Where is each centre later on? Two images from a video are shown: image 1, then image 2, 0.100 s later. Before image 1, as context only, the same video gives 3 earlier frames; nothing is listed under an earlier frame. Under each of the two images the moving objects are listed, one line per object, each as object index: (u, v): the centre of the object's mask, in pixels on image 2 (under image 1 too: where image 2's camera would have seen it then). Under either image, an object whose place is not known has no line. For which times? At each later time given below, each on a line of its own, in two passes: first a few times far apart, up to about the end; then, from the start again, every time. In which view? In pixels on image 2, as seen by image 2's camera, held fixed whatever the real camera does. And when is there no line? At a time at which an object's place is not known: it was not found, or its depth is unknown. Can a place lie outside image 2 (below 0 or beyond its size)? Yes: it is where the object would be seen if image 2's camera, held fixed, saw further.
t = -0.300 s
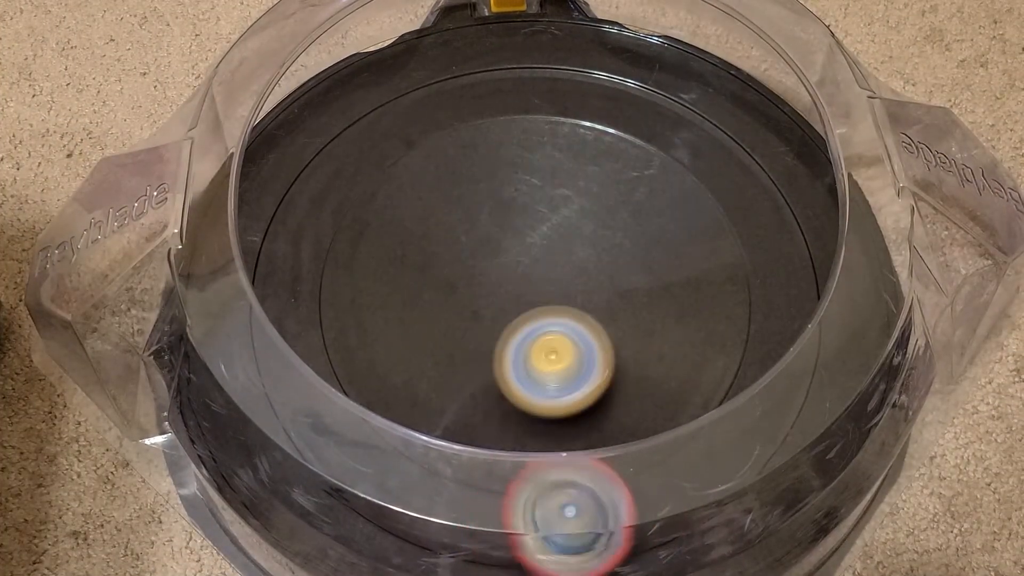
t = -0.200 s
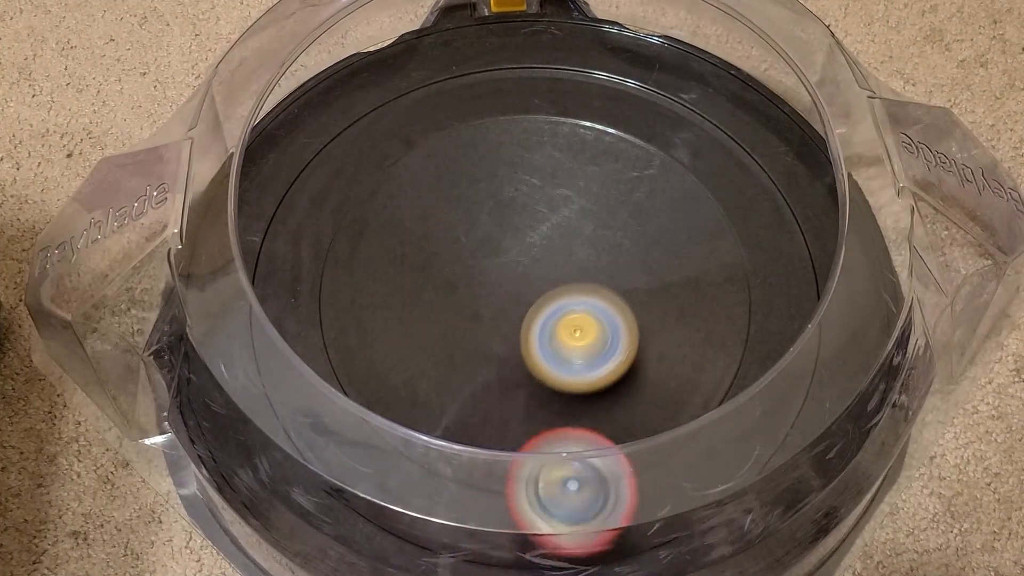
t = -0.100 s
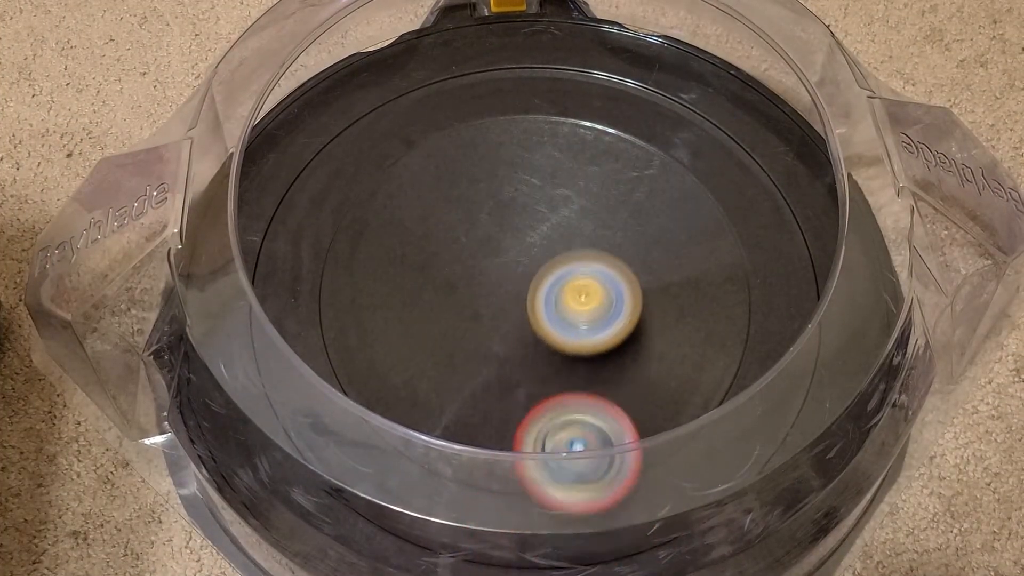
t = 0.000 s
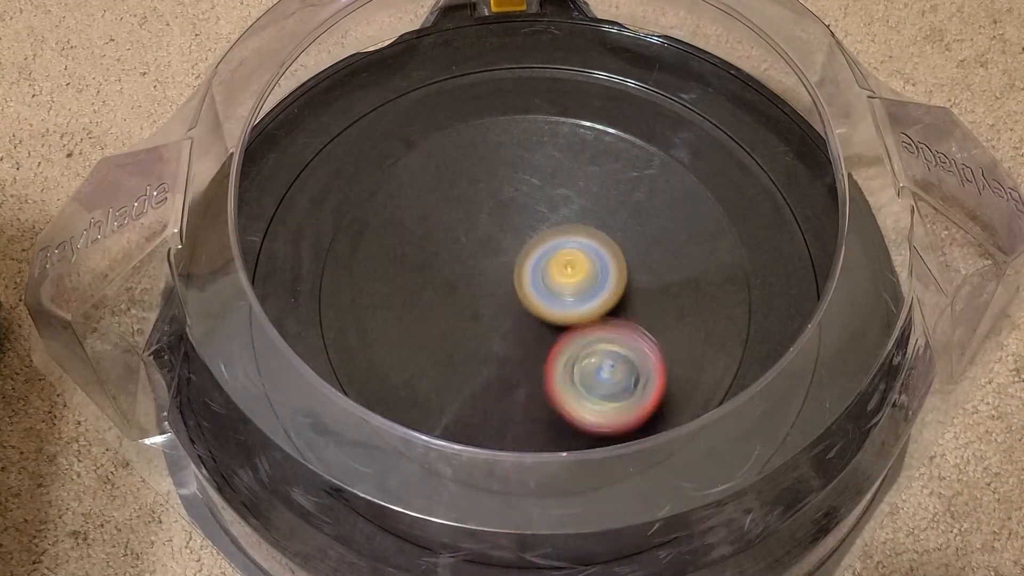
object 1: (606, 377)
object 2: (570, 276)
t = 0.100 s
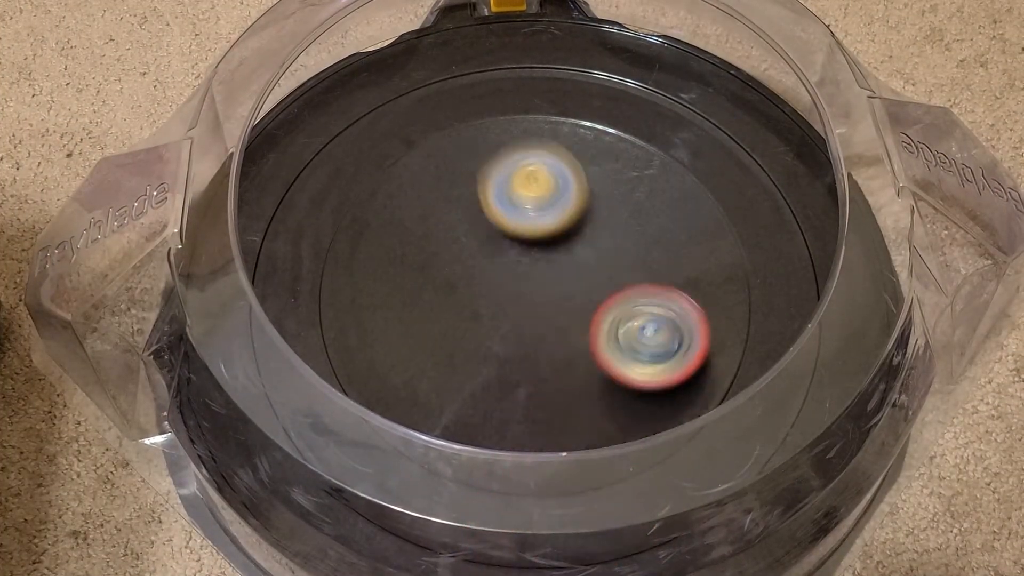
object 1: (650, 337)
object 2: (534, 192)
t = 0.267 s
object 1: (601, 212)
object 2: (477, 141)
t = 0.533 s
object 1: (457, 332)
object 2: (336, 126)
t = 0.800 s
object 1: (522, 531)
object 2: (338, 186)
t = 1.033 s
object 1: (532, 528)
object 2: (415, 266)
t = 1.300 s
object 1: (473, 521)
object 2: (594, 316)
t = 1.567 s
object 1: (428, 513)
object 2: (564, 263)
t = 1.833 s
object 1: (379, 490)
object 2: (503, 277)
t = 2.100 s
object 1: (364, 456)
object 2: (533, 296)
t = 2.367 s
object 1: (404, 403)
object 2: (536, 289)
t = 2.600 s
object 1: (633, 381)
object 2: (544, 233)
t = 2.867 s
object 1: (620, 167)
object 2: (536, 263)
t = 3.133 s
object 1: (296, 198)
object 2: (525, 304)
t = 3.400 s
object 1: (395, 504)
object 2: (537, 287)
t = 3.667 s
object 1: (742, 422)
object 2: (539, 283)
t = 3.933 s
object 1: (637, 144)
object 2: (536, 287)
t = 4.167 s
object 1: (341, 134)
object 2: (537, 286)
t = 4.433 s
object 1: (300, 428)
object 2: (536, 287)
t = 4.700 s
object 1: (643, 497)
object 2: (535, 291)
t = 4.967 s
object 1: (713, 217)
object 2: (534, 294)
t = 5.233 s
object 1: (421, 108)
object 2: (534, 293)
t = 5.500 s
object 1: (261, 305)
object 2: (533, 291)
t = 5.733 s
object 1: (433, 514)
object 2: (530, 288)
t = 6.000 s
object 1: (679, 431)
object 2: (532, 287)
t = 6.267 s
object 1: (654, 158)
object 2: (535, 287)
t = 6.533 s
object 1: (366, 141)
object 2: (534, 286)
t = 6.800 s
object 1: (266, 312)
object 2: (534, 285)
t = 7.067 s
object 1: (416, 438)
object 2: (534, 284)
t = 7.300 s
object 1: (671, 358)
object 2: (534, 284)
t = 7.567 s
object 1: (597, 119)
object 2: (535, 285)
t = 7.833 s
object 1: (377, 114)
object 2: (536, 286)
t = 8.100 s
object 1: (338, 221)
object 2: (537, 286)
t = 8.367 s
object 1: (538, 394)
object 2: (536, 286)
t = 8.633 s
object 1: (702, 215)
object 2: (536, 287)
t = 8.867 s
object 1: (532, 111)
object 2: (536, 287)
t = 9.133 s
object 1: (406, 307)
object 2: (535, 287)
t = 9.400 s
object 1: (635, 428)
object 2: (534, 286)
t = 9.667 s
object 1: (702, 226)
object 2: (534, 286)
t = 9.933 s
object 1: (459, 188)
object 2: (534, 285)
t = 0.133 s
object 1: (656, 317)
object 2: (519, 168)
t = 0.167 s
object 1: (655, 292)
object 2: (505, 152)
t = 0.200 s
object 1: (645, 265)
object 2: (493, 142)
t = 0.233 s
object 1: (626, 237)
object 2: (484, 139)
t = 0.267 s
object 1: (601, 212)
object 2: (477, 141)
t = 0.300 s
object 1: (570, 191)
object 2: (472, 148)
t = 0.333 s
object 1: (551, 192)
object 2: (449, 140)
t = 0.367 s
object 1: (542, 209)
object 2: (418, 127)
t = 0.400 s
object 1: (529, 229)
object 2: (393, 120)
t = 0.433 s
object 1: (512, 251)
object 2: (371, 117)
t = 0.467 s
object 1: (493, 276)
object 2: (352, 115)
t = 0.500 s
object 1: (473, 303)
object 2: (339, 116)
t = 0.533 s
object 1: (457, 332)
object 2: (336, 126)
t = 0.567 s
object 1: (448, 361)
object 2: (335, 134)
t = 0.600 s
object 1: (447, 389)
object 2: (335, 143)
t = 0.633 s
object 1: (450, 422)
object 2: (334, 151)
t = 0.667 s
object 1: (463, 453)
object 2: (335, 158)
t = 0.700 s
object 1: (483, 481)
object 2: (335, 166)
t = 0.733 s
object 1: (501, 509)
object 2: (336, 173)
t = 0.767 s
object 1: (511, 527)
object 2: (336, 180)
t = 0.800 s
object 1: (522, 531)
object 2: (338, 186)
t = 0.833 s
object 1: (535, 530)
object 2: (341, 194)
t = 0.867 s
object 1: (550, 524)
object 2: (347, 205)
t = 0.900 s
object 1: (559, 521)
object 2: (355, 217)
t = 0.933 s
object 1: (561, 520)
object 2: (367, 229)
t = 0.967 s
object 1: (557, 520)
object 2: (380, 242)
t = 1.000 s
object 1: (547, 523)
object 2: (396, 253)
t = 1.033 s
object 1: (532, 528)
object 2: (415, 266)
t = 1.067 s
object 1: (519, 531)
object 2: (436, 277)
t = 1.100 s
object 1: (510, 526)
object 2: (460, 290)
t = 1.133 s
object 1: (500, 523)
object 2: (485, 300)
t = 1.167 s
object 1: (487, 525)
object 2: (511, 308)
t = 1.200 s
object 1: (475, 527)
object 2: (537, 314)
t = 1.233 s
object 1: (470, 527)
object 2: (560, 317)
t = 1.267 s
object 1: (472, 524)
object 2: (579, 318)
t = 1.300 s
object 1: (473, 521)
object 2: (594, 316)
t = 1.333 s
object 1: (469, 519)
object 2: (603, 313)
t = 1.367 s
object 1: (459, 519)
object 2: (608, 307)
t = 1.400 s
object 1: (451, 519)
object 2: (608, 299)
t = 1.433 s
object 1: (443, 519)
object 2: (605, 291)
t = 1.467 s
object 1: (437, 518)
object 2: (598, 283)
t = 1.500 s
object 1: (434, 516)
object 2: (588, 276)
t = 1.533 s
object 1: (432, 515)
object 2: (577, 268)
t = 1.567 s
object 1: (428, 513)
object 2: (564, 263)
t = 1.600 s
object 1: (422, 510)
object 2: (551, 259)
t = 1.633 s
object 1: (415, 506)
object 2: (538, 257)
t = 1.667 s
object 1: (406, 503)
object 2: (527, 257)
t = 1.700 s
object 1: (398, 500)
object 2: (518, 259)
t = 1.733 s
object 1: (391, 497)
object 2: (510, 262)
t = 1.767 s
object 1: (385, 495)
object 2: (506, 267)
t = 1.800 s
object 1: (382, 493)
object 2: (503, 272)
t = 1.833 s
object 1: (379, 490)
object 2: (503, 277)
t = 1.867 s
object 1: (376, 488)
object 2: (505, 281)
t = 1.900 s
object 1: (374, 485)
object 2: (507, 286)
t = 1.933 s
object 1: (372, 481)
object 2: (511, 289)
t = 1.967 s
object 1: (370, 476)
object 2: (516, 292)
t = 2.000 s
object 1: (367, 472)
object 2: (521, 294)
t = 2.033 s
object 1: (365, 466)
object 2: (525, 295)
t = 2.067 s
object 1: (363, 462)
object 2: (529, 296)
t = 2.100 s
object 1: (364, 456)
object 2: (533, 296)
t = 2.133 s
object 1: (364, 451)
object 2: (535, 295)
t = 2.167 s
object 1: (366, 445)
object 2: (537, 295)
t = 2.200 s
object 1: (367, 436)
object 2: (539, 294)
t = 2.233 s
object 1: (368, 430)
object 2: (540, 293)
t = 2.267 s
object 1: (370, 421)
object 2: (539, 292)
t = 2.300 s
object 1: (375, 415)
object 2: (539, 292)
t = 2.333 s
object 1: (386, 410)
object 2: (538, 290)
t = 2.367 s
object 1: (404, 403)
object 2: (536, 289)
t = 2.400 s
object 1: (428, 397)
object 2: (534, 287)
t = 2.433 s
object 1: (458, 392)
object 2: (533, 285)
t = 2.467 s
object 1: (491, 388)
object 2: (532, 283)
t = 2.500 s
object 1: (531, 378)
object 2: (531, 280)
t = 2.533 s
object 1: (566, 385)
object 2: (535, 264)
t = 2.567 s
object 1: (601, 387)
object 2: (540, 246)
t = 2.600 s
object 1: (633, 381)
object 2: (544, 233)
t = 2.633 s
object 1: (662, 367)
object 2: (547, 225)
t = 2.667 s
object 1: (682, 346)
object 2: (549, 221)
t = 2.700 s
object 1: (695, 319)
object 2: (549, 221)
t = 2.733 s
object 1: (698, 289)
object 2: (548, 226)
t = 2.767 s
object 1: (693, 256)
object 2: (546, 233)
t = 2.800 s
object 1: (677, 223)
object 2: (543, 242)
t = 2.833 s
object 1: (653, 193)
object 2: (539, 252)
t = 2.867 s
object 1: (620, 167)
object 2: (536, 263)
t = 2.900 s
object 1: (581, 146)
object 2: (533, 273)
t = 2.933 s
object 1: (539, 133)
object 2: (531, 281)
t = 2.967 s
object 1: (495, 126)
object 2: (528, 289)
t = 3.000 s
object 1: (451, 127)
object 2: (527, 295)
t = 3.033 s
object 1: (408, 136)
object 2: (525, 299)
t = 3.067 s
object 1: (369, 152)
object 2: (525, 302)
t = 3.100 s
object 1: (331, 174)
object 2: (524, 304)
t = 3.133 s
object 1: (296, 198)
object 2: (525, 304)
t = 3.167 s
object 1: (264, 225)
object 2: (525, 303)
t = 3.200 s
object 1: (252, 257)
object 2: (527, 301)
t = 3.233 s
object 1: (253, 299)
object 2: (529, 299)
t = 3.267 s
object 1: (261, 341)
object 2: (531, 296)
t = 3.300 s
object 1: (277, 388)
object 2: (533, 293)
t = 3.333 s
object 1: (304, 432)
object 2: (535, 291)
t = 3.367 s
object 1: (346, 472)
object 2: (536, 289)
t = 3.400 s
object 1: (395, 504)
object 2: (537, 287)
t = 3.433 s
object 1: (451, 524)
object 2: (538, 285)
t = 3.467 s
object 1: (512, 531)
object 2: (538, 283)
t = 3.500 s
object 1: (574, 529)
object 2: (539, 282)
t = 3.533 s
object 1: (626, 522)
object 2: (539, 282)
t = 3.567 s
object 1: (669, 506)
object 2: (539, 282)
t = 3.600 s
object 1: (704, 485)
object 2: (539, 282)
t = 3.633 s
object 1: (728, 456)
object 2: (540, 283)
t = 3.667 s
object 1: (742, 422)
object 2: (539, 283)
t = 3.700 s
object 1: (751, 389)
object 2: (539, 284)
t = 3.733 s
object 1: (752, 353)
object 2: (539, 285)
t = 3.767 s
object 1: (745, 316)
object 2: (538, 286)
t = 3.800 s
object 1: (739, 282)
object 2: (537, 286)
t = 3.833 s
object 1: (724, 243)
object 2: (537, 287)
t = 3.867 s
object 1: (702, 206)
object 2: (537, 287)
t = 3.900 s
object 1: (673, 172)
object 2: (536, 287)
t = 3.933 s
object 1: (637, 144)
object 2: (536, 287)
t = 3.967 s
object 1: (597, 123)
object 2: (536, 287)
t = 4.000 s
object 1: (553, 109)
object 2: (536, 286)
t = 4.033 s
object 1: (507, 103)
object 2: (536, 286)
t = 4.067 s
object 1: (463, 104)
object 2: (536, 286)
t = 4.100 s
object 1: (419, 113)
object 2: (536, 286)
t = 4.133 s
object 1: (379, 122)
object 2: (537, 286)
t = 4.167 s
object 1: (341, 134)
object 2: (537, 286)
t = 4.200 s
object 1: (307, 150)
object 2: (537, 286)
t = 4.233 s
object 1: (289, 174)
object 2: (537, 286)
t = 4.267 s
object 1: (271, 208)
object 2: (537, 286)
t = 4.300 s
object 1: (258, 247)
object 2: (537, 286)
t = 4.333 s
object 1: (254, 292)
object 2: (536, 286)
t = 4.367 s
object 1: (258, 337)
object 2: (536, 286)
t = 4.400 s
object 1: (275, 385)
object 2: (536, 286)
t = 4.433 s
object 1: (300, 428)
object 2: (536, 287)
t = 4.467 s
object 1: (337, 468)
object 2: (536, 287)
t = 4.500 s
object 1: (383, 496)
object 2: (536, 288)
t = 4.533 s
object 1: (434, 518)
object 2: (536, 288)
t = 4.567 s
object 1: (485, 527)
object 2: (536, 289)
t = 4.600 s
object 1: (532, 529)
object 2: (536, 290)
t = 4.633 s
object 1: (572, 526)
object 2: (535, 290)
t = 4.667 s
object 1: (610, 515)
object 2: (535, 290)
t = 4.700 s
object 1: (643, 497)
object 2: (535, 291)
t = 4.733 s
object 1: (672, 471)
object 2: (535, 291)
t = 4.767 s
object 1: (697, 440)
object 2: (535, 292)
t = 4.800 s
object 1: (715, 409)
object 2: (535, 292)
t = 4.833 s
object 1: (727, 374)
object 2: (534, 293)
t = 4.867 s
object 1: (734, 337)
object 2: (534, 294)
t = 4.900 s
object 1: (737, 297)
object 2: (534, 294)
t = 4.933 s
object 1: (730, 256)
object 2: (534, 294)
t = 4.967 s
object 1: (713, 217)
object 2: (534, 294)
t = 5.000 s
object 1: (691, 183)
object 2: (533, 294)
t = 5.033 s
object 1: (662, 153)
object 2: (534, 294)
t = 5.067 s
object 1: (627, 130)
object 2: (534, 294)
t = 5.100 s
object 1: (587, 113)
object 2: (534, 294)
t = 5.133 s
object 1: (546, 101)
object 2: (534, 294)
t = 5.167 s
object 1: (503, 99)
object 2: (534, 293)
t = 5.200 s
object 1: (460, 102)
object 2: (534, 293)
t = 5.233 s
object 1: (421, 108)
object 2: (534, 293)
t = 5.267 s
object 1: (385, 115)
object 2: (534, 292)
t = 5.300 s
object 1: (352, 126)
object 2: (534, 292)
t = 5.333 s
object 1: (323, 141)
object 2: (533, 292)
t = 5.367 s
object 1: (297, 160)
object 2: (533, 292)
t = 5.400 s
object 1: (282, 189)
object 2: (533, 291)
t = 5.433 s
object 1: (268, 224)
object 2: (533, 291)
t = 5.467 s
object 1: (261, 263)
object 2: (533, 291)
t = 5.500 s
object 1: (261, 305)
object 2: (533, 291)
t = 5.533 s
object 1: (268, 345)
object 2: (532, 290)
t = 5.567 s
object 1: (280, 383)
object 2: (532, 290)
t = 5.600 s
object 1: (301, 418)
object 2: (531, 289)
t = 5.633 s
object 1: (330, 453)
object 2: (531, 289)
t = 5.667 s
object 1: (363, 482)
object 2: (530, 288)
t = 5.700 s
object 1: (397, 502)
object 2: (530, 288)
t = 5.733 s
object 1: (433, 514)
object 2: (530, 288)
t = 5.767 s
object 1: (469, 520)
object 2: (530, 288)
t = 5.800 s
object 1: (503, 520)
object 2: (530, 287)
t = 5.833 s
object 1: (537, 517)
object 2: (530, 288)
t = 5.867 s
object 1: (569, 509)
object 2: (530, 287)
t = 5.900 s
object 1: (601, 497)
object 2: (531, 287)
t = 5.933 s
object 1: (631, 478)
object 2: (531, 287)
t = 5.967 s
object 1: (657, 456)
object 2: (531, 287)
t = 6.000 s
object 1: (679, 431)
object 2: (532, 287)
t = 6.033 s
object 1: (700, 400)
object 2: (532, 287)
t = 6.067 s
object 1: (714, 363)
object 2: (533, 287)
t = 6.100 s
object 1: (723, 327)
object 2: (533, 287)
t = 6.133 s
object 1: (724, 288)
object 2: (534, 287)
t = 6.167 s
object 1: (717, 251)
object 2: (535, 287)
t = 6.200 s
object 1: (702, 217)
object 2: (535, 287)
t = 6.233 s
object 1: (681, 186)
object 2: (535, 287)
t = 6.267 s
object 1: (654, 158)
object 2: (535, 287)
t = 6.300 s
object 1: (623, 136)
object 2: (535, 287)
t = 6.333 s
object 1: (587, 120)
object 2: (535, 287)
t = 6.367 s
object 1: (549, 109)
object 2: (535, 287)
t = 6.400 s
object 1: (510, 104)
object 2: (535, 287)
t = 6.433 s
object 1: (471, 106)
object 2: (535, 287)
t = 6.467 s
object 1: (433, 115)
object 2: (534, 286)
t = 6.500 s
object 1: (398, 128)
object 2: (534, 287)
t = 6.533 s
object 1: (366, 141)
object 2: (534, 286)
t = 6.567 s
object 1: (338, 155)
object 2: (534, 286)
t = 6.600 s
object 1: (315, 173)
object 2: (534, 286)
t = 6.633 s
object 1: (296, 194)
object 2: (534, 286)
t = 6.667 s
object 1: (285, 215)
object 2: (534, 286)
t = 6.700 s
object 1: (271, 239)
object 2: (534, 286)
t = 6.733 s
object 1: (265, 264)
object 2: (534, 286)
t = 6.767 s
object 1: (265, 289)
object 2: (534, 285)
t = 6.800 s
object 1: (266, 312)
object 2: (534, 285)
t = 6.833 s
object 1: (274, 334)
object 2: (534, 285)
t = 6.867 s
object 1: (283, 355)
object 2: (534, 285)
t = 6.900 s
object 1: (296, 376)
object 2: (534, 285)
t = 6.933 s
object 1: (316, 394)
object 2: (534, 285)
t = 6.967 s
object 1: (336, 410)
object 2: (534, 285)
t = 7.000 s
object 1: (359, 423)
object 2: (534, 285)
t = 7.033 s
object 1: (386, 432)
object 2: (534, 285)
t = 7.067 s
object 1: (416, 438)
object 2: (534, 284)
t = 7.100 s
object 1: (452, 444)
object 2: (534, 284)
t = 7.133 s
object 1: (493, 447)
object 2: (534, 285)
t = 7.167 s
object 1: (536, 444)
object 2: (534, 284)
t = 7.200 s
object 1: (579, 433)
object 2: (534, 284)
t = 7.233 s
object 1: (616, 412)
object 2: (534, 284)
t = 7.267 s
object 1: (645, 386)
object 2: (534, 284)
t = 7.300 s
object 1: (671, 358)
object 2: (534, 284)
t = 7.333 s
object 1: (685, 325)
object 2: (535, 284)
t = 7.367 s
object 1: (693, 290)
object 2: (535, 284)
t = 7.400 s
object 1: (692, 254)
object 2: (535, 284)
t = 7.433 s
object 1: (684, 221)
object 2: (536, 285)
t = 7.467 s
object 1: (670, 190)
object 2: (536, 285)
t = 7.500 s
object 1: (650, 162)
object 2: (536, 286)
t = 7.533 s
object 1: (625, 138)
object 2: (536, 286)
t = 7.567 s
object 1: (597, 119)
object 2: (535, 285)
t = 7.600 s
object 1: (564, 105)
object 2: (535, 286)
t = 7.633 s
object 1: (531, 98)
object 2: (535, 285)
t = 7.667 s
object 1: (495, 98)
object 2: (535, 285)
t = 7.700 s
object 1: (463, 100)
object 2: (536, 285)
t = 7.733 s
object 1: (434, 102)
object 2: (536, 284)
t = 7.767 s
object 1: (412, 105)
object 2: (537, 285)
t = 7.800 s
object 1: (394, 109)
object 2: (537, 285)
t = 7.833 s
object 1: (377, 114)
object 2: (536, 286)
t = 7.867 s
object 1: (364, 120)
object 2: (536, 286)
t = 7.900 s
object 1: (352, 130)
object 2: (536, 285)
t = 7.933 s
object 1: (343, 141)
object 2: (536, 285)
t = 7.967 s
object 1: (337, 155)
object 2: (536, 285)
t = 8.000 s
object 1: (334, 170)
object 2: (536, 285)
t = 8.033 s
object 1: (332, 185)
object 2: (537, 286)
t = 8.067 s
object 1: (333, 200)
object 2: (537, 285)
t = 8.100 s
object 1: (338, 221)
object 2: (537, 286)
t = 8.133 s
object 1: (346, 245)
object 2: (536, 286)
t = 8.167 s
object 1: (357, 274)
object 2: (536, 286)
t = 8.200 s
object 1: (372, 305)
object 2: (536, 286)
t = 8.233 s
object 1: (395, 334)
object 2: (536, 286)
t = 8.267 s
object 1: (425, 359)
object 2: (537, 286)
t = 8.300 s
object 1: (460, 377)
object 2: (537, 286)
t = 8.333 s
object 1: (499, 389)
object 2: (537, 286)
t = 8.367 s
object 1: (538, 394)
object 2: (536, 286)
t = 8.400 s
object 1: (577, 388)
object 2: (536, 286)
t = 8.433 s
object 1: (613, 377)
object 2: (536, 285)
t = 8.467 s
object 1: (643, 357)
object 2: (536, 286)
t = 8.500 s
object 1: (669, 333)
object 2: (537, 286)
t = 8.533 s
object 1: (688, 307)
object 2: (537, 286)
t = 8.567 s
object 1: (700, 276)
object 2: (536, 287)
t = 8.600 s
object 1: (705, 245)
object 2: (536, 287)
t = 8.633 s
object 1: (702, 215)
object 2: (536, 287)
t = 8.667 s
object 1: (693, 186)
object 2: (536, 287)
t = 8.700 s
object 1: (678, 160)
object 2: (536, 287)
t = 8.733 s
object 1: (656, 139)
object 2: (536, 287)
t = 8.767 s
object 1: (630, 122)
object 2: (536, 287)
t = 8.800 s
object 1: (599, 112)
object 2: (536, 287)
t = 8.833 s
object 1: (565, 108)
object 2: (536, 287)
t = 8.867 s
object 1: (532, 111)
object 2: (536, 287)
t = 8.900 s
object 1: (502, 121)
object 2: (535, 287)
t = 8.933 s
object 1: (472, 137)
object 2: (535, 287)
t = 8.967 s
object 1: (447, 157)
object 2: (535, 287)
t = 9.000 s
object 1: (428, 183)
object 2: (535, 287)
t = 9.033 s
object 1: (412, 212)
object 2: (535, 287)
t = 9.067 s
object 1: (403, 242)
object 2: (536, 287)
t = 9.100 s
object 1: (401, 274)
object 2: (535, 287)
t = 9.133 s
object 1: (406, 307)
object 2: (535, 287)
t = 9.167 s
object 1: (418, 338)
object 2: (535, 287)
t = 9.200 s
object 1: (436, 366)
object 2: (534, 287)
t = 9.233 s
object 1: (462, 389)
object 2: (534, 286)
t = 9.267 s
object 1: (494, 404)
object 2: (534, 287)
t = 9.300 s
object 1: (526, 424)
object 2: (534, 286)
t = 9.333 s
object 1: (562, 433)
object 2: (534, 286)
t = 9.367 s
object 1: (599, 434)
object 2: (534, 286)
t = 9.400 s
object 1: (635, 428)
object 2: (534, 286)
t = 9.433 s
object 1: (668, 414)
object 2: (534, 286)
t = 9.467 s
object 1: (697, 394)
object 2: (534, 286)
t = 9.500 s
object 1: (718, 368)
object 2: (534, 286)
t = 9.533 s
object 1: (731, 340)
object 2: (534, 286)
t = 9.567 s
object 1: (736, 310)
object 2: (534, 286)
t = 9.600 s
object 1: (732, 280)
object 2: (534, 286)
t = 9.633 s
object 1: (720, 251)
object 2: (534, 286)
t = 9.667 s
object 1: (702, 226)
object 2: (534, 286)
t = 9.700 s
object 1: (679, 205)
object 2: (534, 286)
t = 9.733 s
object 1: (651, 188)
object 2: (534, 286)
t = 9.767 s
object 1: (620, 177)
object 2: (534, 286)
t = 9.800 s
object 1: (587, 168)
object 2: (534, 286)
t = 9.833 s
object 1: (554, 166)
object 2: (534, 286)
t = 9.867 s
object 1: (521, 168)
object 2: (534, 285)
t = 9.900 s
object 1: (489, 176)
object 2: (534, 285)
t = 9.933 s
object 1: (459, 188)
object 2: (534, 285)
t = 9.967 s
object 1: (432, 204)
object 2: (534, 285)
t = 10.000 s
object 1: (409, 223)
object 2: (534, 285)
